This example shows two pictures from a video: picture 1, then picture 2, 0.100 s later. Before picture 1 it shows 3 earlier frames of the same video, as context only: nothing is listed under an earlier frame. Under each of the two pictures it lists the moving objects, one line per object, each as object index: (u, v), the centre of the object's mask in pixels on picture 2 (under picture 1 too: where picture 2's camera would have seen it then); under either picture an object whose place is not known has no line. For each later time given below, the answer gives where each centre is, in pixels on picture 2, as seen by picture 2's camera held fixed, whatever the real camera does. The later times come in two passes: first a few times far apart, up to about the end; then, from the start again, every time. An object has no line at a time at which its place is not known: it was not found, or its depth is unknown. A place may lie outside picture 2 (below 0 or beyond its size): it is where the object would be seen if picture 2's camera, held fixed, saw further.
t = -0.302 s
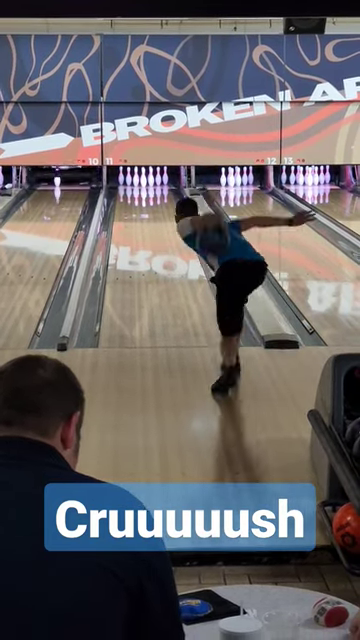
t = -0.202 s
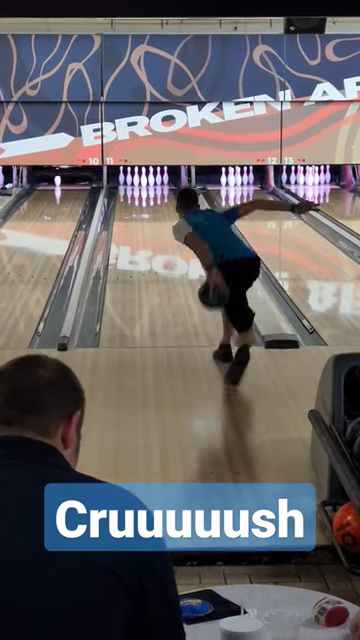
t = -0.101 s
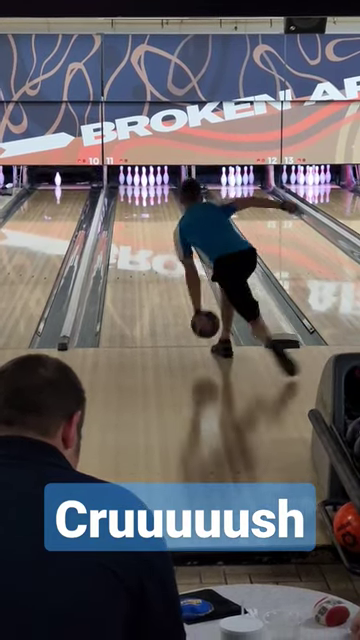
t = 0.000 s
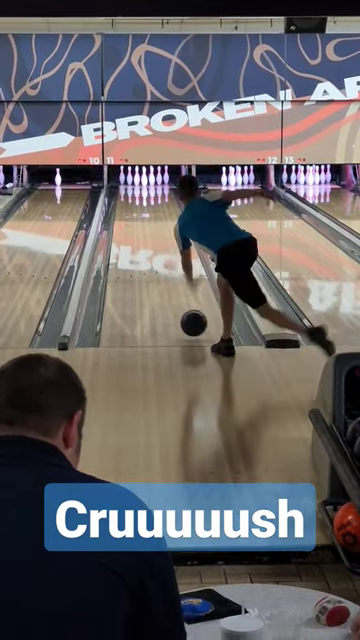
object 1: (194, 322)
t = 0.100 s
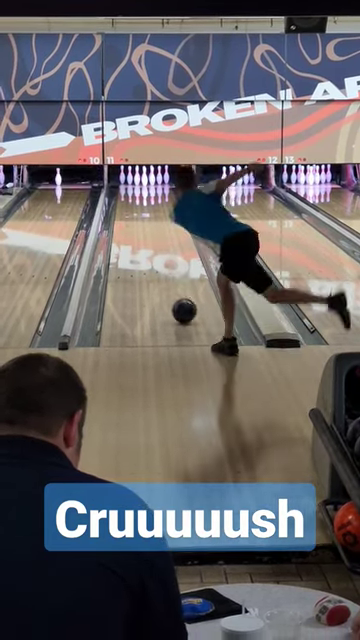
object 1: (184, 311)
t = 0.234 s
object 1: (173, 293)
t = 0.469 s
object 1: (158, 267)
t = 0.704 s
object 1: (147, 247)
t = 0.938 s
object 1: (139, 232)
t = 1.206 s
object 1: (132, 217)
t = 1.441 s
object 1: (127, 207)
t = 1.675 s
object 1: (125, 198)
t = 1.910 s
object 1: (126, 191)
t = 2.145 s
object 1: (132, 185)
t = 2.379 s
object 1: (137, 180)
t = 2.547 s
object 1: (136, 178)
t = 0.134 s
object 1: (181, 306)
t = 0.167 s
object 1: (178, 301)
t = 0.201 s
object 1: (176, 297)
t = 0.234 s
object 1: (173, 293)
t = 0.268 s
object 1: (171, 289)
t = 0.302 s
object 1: (168, 285)
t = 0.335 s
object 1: (166, 281)
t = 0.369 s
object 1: (164, 278)
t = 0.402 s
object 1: (162, 274)
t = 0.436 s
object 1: (160, 271)
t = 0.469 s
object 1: (158, 267)
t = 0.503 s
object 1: (157, 264)
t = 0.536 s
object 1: (155, 261)
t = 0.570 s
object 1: (153, 258)
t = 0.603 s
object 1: (152, 255)
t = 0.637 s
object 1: (150, 252)
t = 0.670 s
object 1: (149, 250)
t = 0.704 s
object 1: (147, 247)
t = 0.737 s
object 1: (146, 245)
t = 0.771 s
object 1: (145, 242)
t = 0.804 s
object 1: (143, 240)
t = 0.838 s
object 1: (142, 238)
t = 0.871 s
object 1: (141, 236)
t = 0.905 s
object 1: (140, 234)
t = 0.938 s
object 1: (139, 232)
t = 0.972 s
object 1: (138, 230)
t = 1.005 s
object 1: (137, 228)
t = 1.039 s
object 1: (136, 226)
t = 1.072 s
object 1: (135, 224)
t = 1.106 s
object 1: (134, 222)
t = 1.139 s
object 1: (133, 221)
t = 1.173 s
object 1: (132, 219)
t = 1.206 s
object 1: (132, 217)
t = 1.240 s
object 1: (131, 216)
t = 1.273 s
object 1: (130, 215)
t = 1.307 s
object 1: (130, 213)
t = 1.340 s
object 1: (129, 211)
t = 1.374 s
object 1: (129, 210)
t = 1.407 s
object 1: (128, 209)
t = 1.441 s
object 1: (127, 207)
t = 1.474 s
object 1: (127, 206)
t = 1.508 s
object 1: (126, 205)
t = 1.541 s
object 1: (126, 203)
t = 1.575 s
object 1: (126, 201)
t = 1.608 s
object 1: (125, 200)
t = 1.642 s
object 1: (125, 199)
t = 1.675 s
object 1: (125, 198)
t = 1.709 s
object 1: (125, 197)
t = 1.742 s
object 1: (125, 196)
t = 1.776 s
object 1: (125, 195)
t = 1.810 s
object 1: (125, 194)
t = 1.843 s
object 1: (125, 193)
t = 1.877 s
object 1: (126, 192)
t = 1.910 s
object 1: (126, 191)
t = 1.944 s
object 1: (127, 190)
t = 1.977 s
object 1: (128, 190)
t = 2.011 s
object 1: (128, 189)
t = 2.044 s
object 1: (129, 188)
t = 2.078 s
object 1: (130, 187)
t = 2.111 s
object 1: (131, 185)
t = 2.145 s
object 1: (132, 185)
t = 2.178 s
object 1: (133, 184)
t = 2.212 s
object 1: (134, 183)
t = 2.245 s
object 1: (136, 183)
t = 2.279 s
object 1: (137, 182)
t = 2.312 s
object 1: (137, 181)
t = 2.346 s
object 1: (137, 180)
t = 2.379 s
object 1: (137, 180)
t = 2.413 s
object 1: (137, 180)
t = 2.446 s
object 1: (137, 179)
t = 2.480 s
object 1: (136, 178)
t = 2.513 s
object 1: (136, 179)
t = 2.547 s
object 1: (136, 178)
